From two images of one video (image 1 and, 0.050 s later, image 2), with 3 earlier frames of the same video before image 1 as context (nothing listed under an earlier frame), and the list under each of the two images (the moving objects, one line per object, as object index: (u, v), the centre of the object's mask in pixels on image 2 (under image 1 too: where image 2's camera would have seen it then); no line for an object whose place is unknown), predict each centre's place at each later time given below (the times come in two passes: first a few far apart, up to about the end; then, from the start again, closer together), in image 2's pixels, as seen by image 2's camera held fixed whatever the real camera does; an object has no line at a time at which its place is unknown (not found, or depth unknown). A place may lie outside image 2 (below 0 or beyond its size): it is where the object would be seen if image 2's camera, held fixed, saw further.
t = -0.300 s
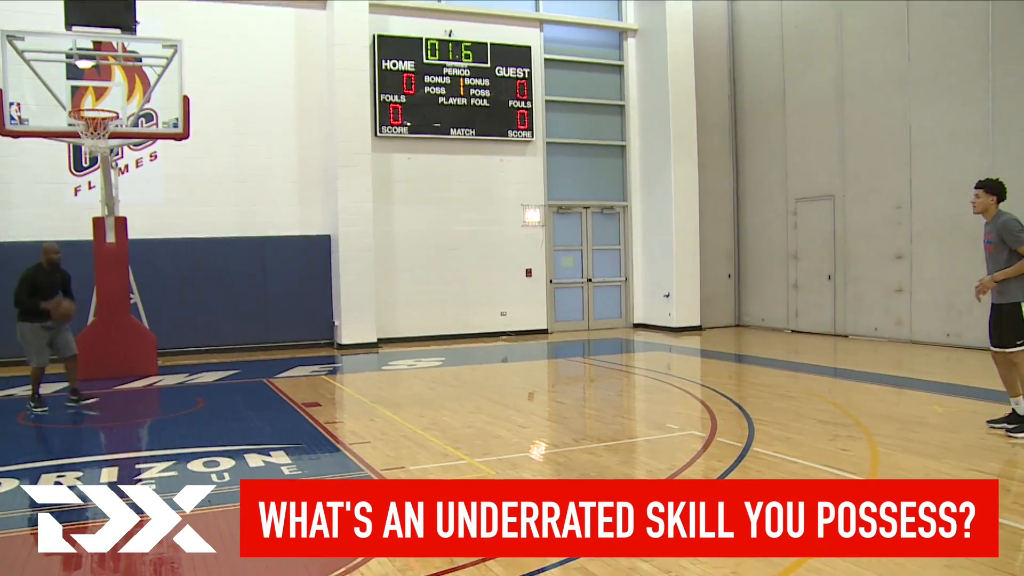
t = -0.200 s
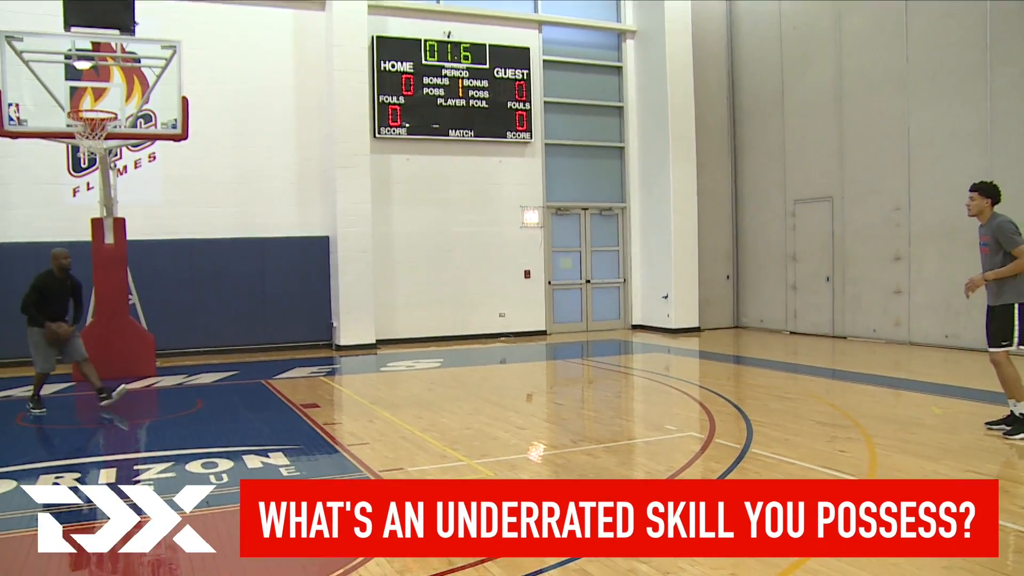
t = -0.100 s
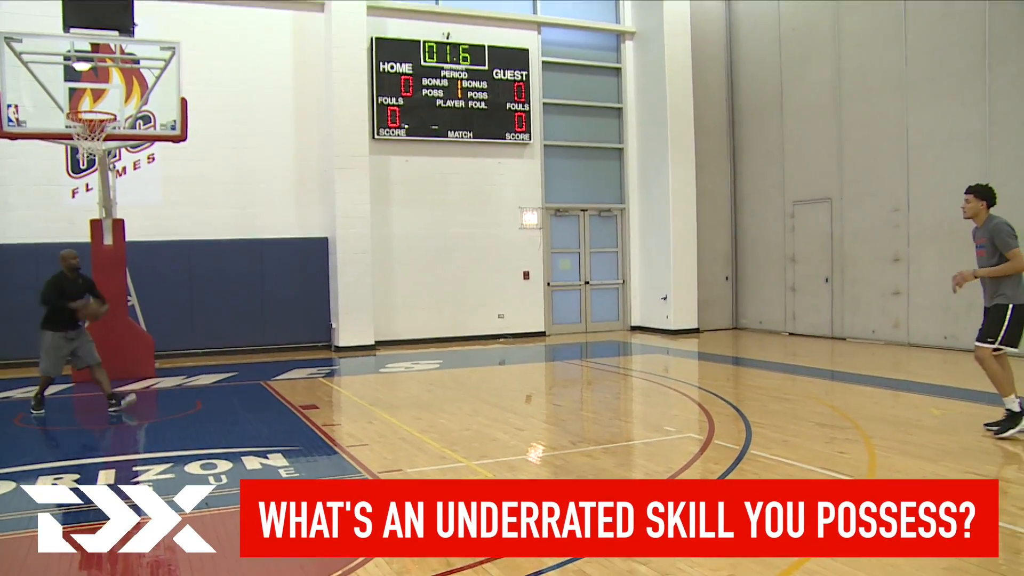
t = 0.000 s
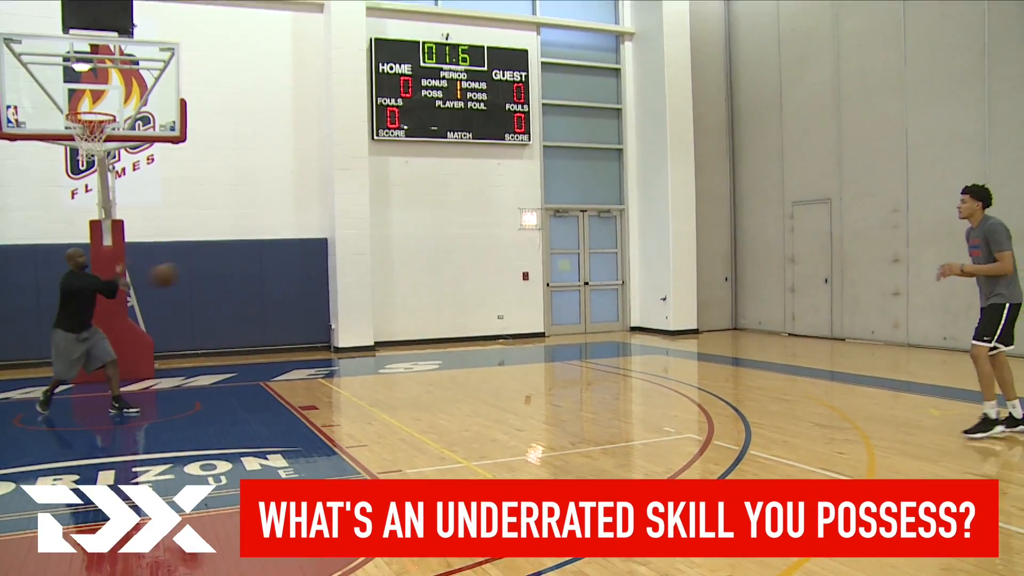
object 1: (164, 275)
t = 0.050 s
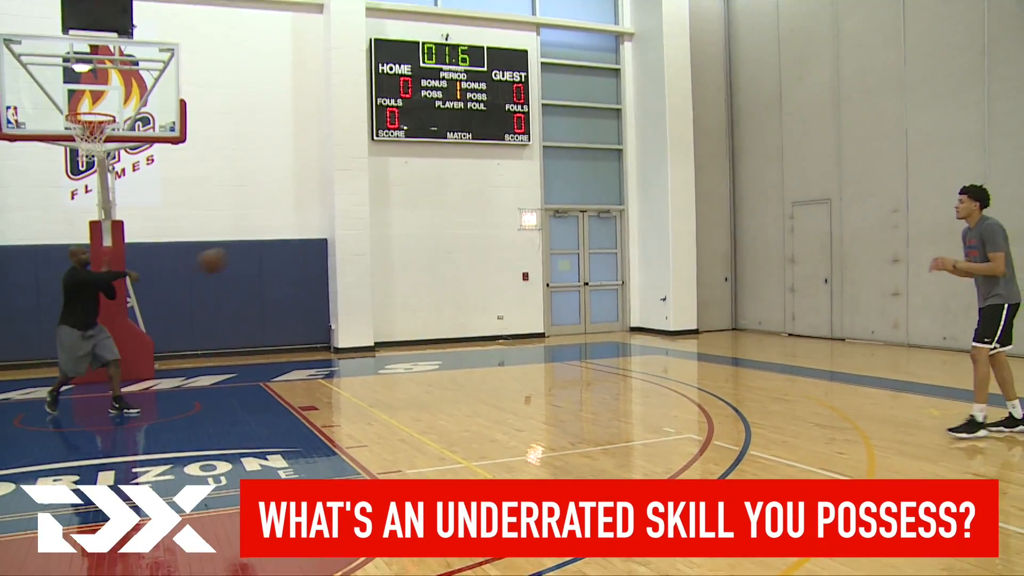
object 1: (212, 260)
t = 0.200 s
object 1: (369, 228)
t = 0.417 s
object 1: (636, 216)
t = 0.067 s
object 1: (229, 256)
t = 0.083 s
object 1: (244, 252)
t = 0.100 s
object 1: (260, 249)
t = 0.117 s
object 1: (278, 245)
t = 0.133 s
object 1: (296, 241)
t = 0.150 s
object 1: (316, 237)
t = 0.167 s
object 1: (335, 234)
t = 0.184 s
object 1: (353, 230)
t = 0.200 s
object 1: (369, 228)
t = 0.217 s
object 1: (388, 225)
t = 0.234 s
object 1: (409, 223)
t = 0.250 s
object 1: (426, 221)
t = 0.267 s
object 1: (448, 219)
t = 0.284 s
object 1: (466, 218)
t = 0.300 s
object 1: (485, 217)
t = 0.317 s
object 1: (507, 216)
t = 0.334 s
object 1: (525, 215)
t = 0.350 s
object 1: (550, 215)
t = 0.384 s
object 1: (593, 215)
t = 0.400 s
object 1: (612, 216)
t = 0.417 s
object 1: (636, 216)
